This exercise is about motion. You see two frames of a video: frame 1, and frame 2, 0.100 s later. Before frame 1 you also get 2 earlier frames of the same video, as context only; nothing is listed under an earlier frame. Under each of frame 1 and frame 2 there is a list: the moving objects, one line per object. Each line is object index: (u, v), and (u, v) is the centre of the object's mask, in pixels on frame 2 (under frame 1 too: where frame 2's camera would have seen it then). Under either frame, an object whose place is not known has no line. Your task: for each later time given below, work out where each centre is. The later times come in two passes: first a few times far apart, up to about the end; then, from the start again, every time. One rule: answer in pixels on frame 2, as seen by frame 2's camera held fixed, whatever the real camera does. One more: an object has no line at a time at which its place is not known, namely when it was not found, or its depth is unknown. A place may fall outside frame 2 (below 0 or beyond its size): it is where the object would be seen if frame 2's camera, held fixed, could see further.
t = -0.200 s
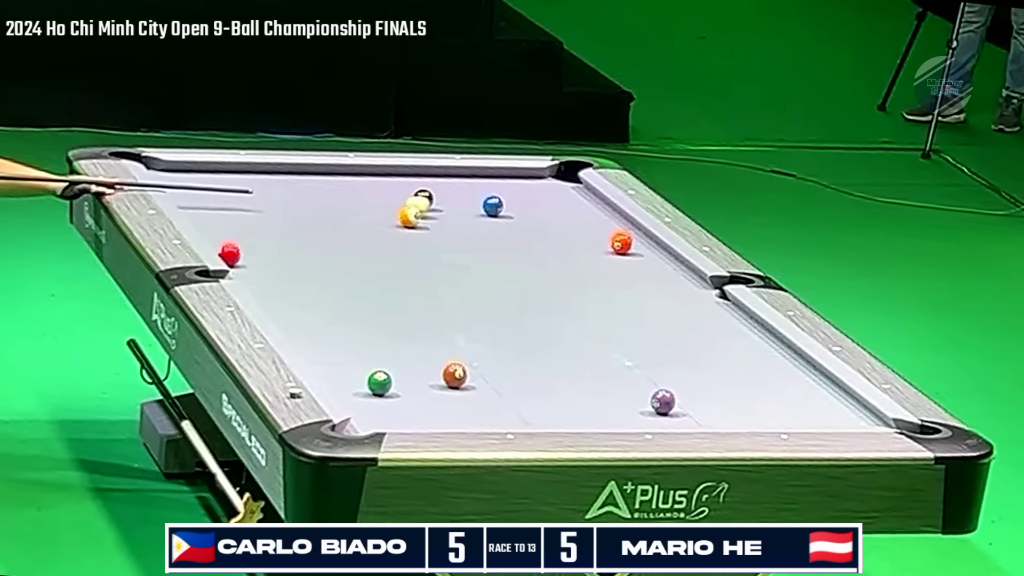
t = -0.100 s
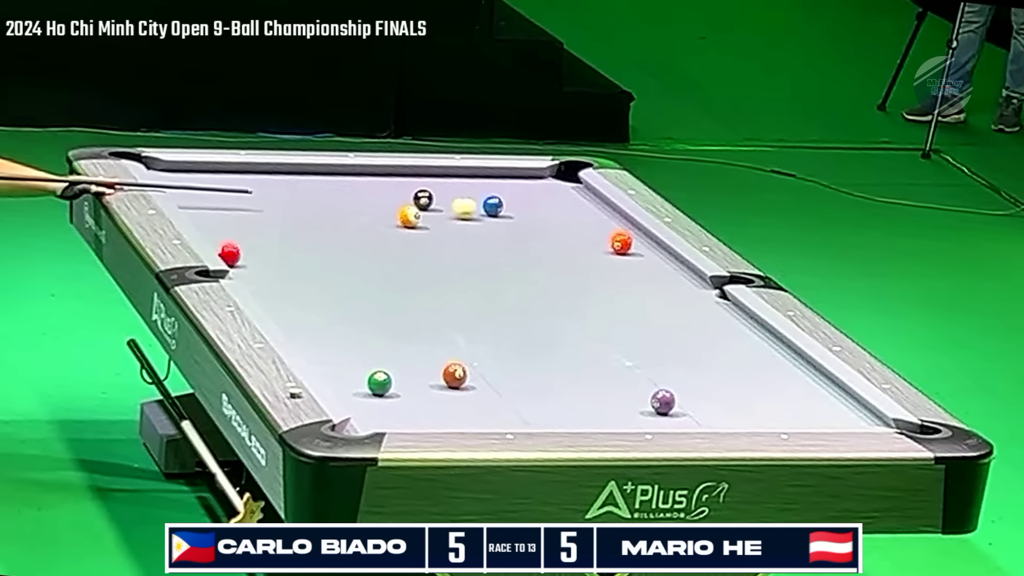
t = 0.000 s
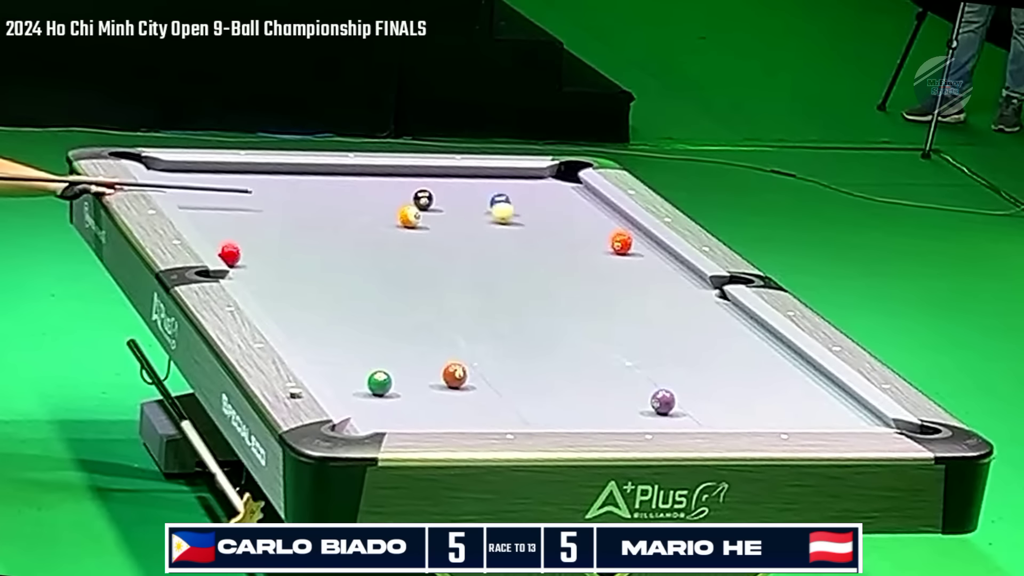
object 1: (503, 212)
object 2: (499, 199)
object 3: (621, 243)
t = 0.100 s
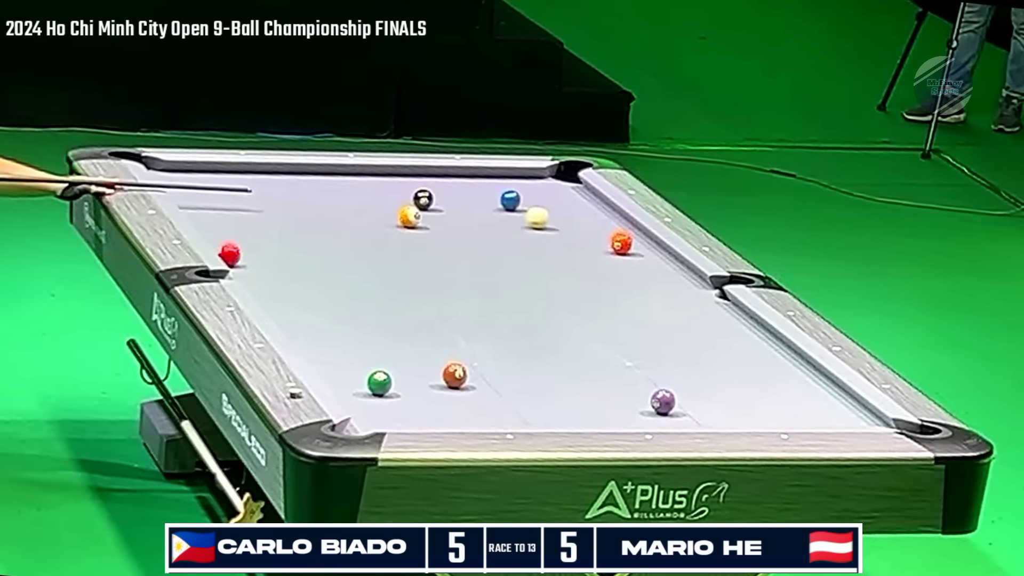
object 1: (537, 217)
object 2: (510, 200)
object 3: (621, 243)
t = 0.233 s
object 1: (584, 224)
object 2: (522, 197)
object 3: (621, 243)
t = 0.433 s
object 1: (635, 232)
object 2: (539, 191)
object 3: (621, 243)
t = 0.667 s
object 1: (602, 238)
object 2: (557, 185)
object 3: (624, 245)
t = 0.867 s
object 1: (577, 239)
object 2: (572, 181)
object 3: (628, 250)
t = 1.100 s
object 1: (548, 238)
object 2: (556, 176)
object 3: (633, 255)
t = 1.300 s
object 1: (525, 239)
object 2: (542, 173)
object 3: (637, 260)
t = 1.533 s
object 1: (499, 239)
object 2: (537, 174)
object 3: (641, 263)
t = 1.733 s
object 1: (477, 239)
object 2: (531, 175)
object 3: (644, 267)
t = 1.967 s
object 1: (452, 239)
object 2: (526, 176)
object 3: (647, 270)
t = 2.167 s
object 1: (433, 239)
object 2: (522, 177)
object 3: (650, 272)
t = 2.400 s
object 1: (411, 239)
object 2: (518, 177)
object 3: (653, 274)
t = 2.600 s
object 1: (393, 238)
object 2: (516, 177)
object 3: (655, 275)
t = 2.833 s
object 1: (374, 238)
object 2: (513, 178)
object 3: (657, 278)
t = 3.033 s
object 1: (358, 237)
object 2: (512, 178)
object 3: (658, 279)
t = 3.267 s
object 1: (340, 237)
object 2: (511, 179)
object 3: (660, 280)
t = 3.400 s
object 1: (332, 237)
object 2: (511, 179)
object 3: (660, 280)
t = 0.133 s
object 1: (548, 219)
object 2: (513, 199)
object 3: (621, 243)
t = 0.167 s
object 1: (560, 221)
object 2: (516, 198)
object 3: (621, 243)
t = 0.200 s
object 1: (572, 223)
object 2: (519, 197)
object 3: (621, 243)
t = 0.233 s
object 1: (584, 224)
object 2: (522, 197)
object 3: (621, 243)
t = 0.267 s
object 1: (595, 226)
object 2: (525, 196)
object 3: (621, 243)
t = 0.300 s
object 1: (607, 227)
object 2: (528, 195)
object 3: (621, 242)
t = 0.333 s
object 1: (619, 227)
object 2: (531, 194)
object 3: (621, 242)
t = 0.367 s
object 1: (632, 229)
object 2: (533, 193)
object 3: (621, 243)
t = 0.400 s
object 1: (640, 233)
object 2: (536, 192)
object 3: (621, 243)
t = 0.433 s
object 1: (635, 232)
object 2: (539, 191)
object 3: (621, 243)
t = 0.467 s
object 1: (631, 232)
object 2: (541, 190)
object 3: (621, 243)
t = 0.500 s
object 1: (626, 231)
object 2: (544, 189)
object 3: (621, 243)
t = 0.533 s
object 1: (619, 232)
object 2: (547, 188)
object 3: (621, 243)
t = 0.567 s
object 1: (612, 235)
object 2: (549, 187)
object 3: (621, 243)
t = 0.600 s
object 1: (608, 236)
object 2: (552, 187)
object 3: (622, 244)
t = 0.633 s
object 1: (605, 238)
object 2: (555, 186)
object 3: (623, 244)
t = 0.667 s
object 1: (602, 238)
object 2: (557, 185)
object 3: (624, 245)
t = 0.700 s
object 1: (598, 238)
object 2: (560, 184)
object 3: (625, 246)
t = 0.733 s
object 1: (594, 238)
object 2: (562, 184)
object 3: (625, 246)
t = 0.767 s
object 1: (590, 238)
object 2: (565, 182)
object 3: (626, 247)
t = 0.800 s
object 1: (585, 238)
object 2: (567, 182)
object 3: (627, 248)
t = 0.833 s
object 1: (581, 239)
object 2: (570, 181)
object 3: (628, 250)
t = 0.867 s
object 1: (577, 239)
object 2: (572, 181)
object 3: (628, 250)
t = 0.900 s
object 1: (573, 238)
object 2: (571, 180)
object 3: (629, 251)
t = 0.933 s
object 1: (568, 238)
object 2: (568, 179)
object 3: (630, 252)
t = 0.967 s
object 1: (565, 239)
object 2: (565, 178)
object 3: (630, 252)
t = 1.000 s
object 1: (561, 239)
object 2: (563, 177)
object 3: (631, 253)
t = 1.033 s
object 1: (557, 239)
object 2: (560, 177)
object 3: (632, 254)
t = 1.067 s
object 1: (553, 239)
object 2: (558, 177)
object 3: (632, 255)
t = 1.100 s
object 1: (548, 238)
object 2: (556, 176)
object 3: (633, 255)
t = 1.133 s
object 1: (544, 239)
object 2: (553, 175)
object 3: (634, 256)
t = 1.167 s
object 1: (540, 239)
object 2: (551, 175)
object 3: (635, 257)
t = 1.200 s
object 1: (537, 239)
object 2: (549, 175)
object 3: (635, 258)
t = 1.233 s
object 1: (533, 239)
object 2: (547, 174)
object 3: (636, 258)
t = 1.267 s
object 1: (529, 239)
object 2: (544, 173)
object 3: (637, 259)
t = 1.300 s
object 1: (525, 239)
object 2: (542, 173)
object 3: (637, 260)
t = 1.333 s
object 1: (521, 239)
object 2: (541, 173)
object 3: (638, 260)
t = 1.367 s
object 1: (517, 239)
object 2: (540, 173)
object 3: (638, 261)
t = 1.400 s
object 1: (514, 239)
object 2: (539, 174)
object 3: (639, 261)
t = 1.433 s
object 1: (510, 239)
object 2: (538, 174)
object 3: (640, 262)
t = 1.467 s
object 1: (506, 239)
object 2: (538, 174)
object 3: (640, 262)
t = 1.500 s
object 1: (502, 239)
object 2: (537, 174)
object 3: (640, 263)
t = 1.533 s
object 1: (499, 239)
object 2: (537, 174)
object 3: (641, 263)
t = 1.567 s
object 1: (495, 239)
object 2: (535, 174)
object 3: (642, 264)
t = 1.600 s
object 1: (491, 239)
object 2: (534, 175)
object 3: (642, 264)
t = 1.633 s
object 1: (488, 240)
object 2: (534, 175)
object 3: (642, 265)
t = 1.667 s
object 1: (484, 239)
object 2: (533, 175)
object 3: (643, 265)
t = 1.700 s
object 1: (480, 240)
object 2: (532, 175)
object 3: (643, 266)
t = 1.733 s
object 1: (477, 239)
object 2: (531, 175)
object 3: (644, 267)
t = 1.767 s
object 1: (473, 239)
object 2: (530, 175)
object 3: (644, 267)
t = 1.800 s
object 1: (470, 239)
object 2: (529, 175)
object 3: (644, 267)
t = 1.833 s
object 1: (466, 239)
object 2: (529, 176)
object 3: (645, 268)
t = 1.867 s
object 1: (463, 239)
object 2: (528, 176)
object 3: (646, 269)
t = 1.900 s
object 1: (459, 239)
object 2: (527, 175)
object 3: (646, 269)
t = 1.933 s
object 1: (456, 239)
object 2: (526, 176)
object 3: (647, 269)
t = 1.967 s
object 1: (452, 239)
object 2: (526, 176)
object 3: (647, 270)
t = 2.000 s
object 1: (449, 239)
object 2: (526, 176)
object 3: (648, 270)
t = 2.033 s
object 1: (446, 239)
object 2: (525, 176)
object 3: (648, 271)
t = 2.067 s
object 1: (442, 239)
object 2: (524, 176)
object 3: (649, 272)
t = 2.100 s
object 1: (439, 239)
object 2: (524, 176)
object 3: (649, 272)
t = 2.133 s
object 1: (436, 239)
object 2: (523, 176)
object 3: (650, 272)
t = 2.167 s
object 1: (433, 239)
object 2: (522, 177)
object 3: (650, 272)
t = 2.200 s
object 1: (430, 239)
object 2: (522, 176)
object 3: (651, 273)
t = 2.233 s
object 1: (426, 238)
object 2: (521, 176)
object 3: (651, 273)
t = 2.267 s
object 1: (423, 239)
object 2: (520, 177)
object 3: (651, 274)
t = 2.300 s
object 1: (420, 239)
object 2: (520, 177)
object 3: (652, 274)
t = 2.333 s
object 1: (417, 239)
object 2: (520, 177)
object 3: (652, 274)
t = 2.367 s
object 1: (414, 239)
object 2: (519, 177)
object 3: (653, 274)
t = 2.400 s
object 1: (411, 239)
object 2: (518, 177)
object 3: (653, 274)
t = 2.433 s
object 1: (407, 239)
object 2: (518, 177)
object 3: (654, 275)
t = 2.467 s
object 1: (404, 238)
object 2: (518, 177)
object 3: (654, 275)
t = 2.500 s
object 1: (401, 239)
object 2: (517, 177)
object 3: (654, 276)
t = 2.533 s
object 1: (399, 238)
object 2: (517, 177)
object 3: (654, 276)
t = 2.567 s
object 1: (396, 238)
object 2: (516, 177)
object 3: (655, 275)
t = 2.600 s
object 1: (393, 238)
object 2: (516, 177)
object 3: (655, 275)
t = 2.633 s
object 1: (390, 238)
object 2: (516, 178)
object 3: (655, 277)
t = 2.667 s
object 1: (387, 238)
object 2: (515, 178)
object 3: (656, 277)
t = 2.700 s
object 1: (384, 238)
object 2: (515, 178)
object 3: (656, 277)
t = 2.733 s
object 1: (382, 238)
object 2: (514, 178)
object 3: (656, 277)
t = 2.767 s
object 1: (379, 238)
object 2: (514, 178)
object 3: (657, 278)
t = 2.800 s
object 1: (376, 238)
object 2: (514, 178)
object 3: (657, 278)
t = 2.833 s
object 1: (374, 238)
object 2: (513, 178)
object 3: (657, 278)
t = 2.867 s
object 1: (370, 238)
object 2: (513, 178)
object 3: (658, 278)
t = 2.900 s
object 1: (368, 238)
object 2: (513, 178)
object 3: (658, 279)
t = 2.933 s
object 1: (365, 237)
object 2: (513, 178)
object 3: (658, 279)
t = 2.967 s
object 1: (363, 237)
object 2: (512, 178)
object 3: (658, 279)
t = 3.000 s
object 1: (360, 237)
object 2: (512, 178)
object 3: (658, 279)
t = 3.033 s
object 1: (358, 237)
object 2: (512, 178)
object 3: (658, 279)
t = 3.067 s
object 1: (355, 237)
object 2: (512, 178)
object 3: (659, 280)
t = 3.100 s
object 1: (352, 237)
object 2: (511, 178)
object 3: (659, 280)
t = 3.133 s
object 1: (350, 237)
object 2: (511, 178)
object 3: (659, 280)
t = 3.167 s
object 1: (348, 237)
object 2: (511, 178)
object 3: (659, 280)
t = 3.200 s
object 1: (345, 237)
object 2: (511, 178)
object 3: (660, 280)
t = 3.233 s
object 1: (343, 237)
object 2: (511, 179)
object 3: (660, 280)
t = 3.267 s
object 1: (340, 237)
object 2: (511, 179)
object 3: (660, 280)
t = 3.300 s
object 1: (338, 237)
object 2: (511, 179)
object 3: (660, 280)
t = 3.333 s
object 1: (336, 237)
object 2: (511, 179)
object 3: (660, 280)
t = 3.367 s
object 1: (334, 237)
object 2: (511, 179)
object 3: (660, 280)
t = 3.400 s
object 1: (332, 237)
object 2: (511, 179)
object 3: (660, 280)
